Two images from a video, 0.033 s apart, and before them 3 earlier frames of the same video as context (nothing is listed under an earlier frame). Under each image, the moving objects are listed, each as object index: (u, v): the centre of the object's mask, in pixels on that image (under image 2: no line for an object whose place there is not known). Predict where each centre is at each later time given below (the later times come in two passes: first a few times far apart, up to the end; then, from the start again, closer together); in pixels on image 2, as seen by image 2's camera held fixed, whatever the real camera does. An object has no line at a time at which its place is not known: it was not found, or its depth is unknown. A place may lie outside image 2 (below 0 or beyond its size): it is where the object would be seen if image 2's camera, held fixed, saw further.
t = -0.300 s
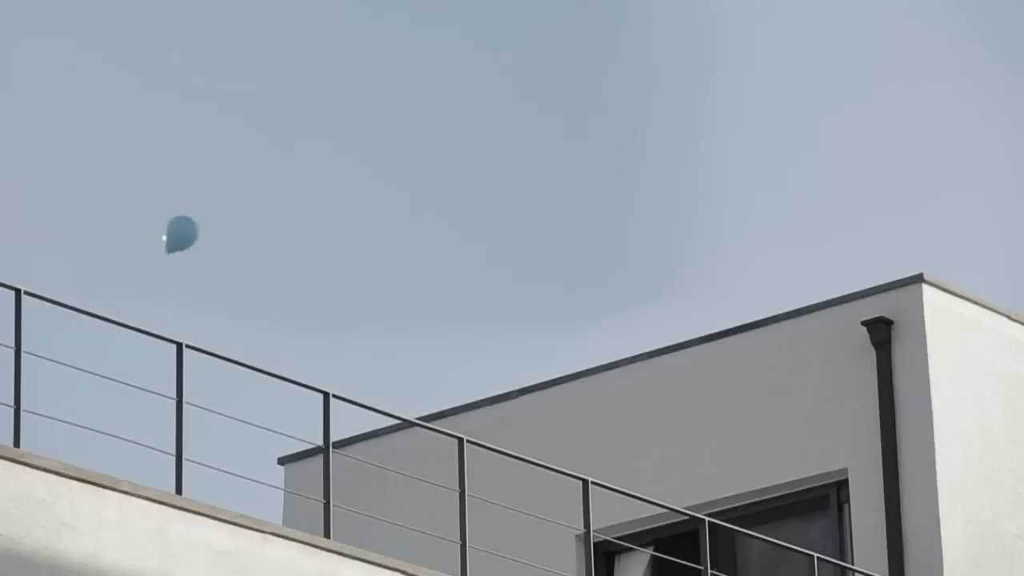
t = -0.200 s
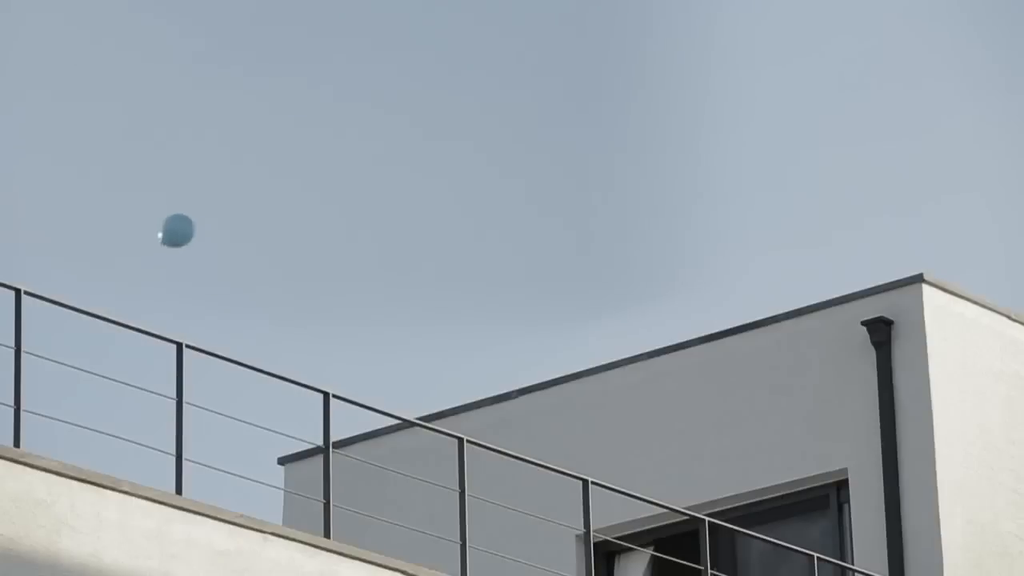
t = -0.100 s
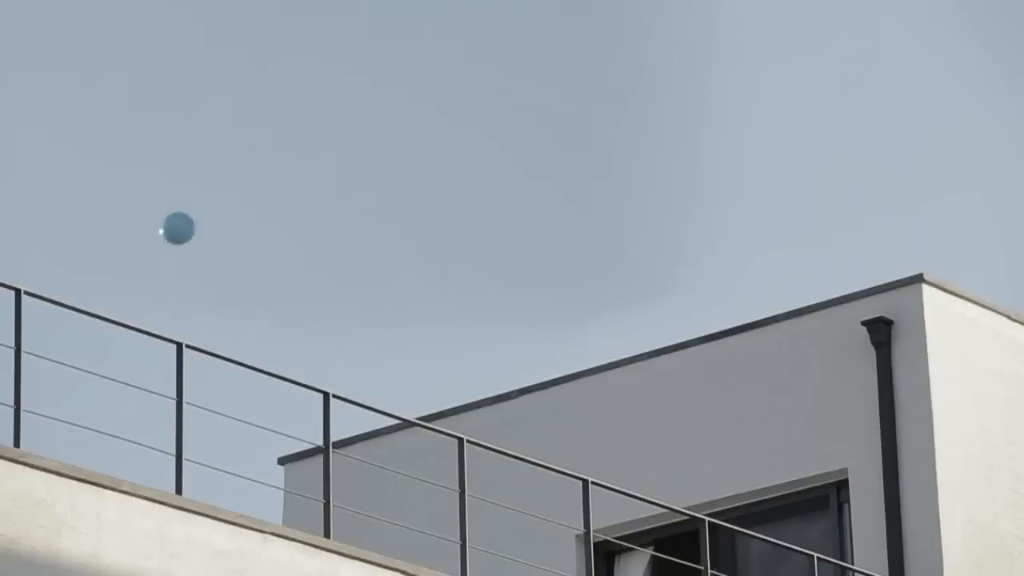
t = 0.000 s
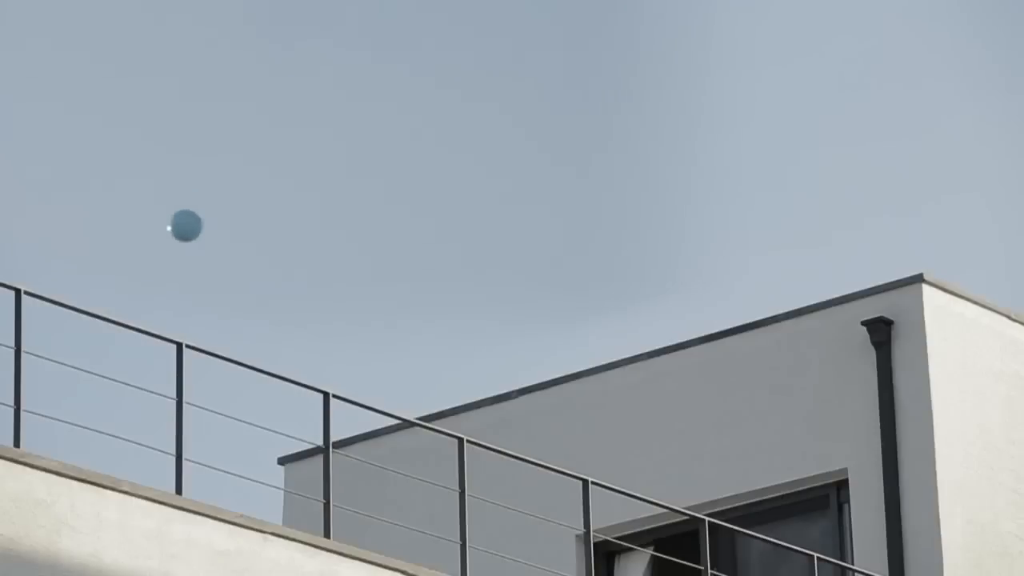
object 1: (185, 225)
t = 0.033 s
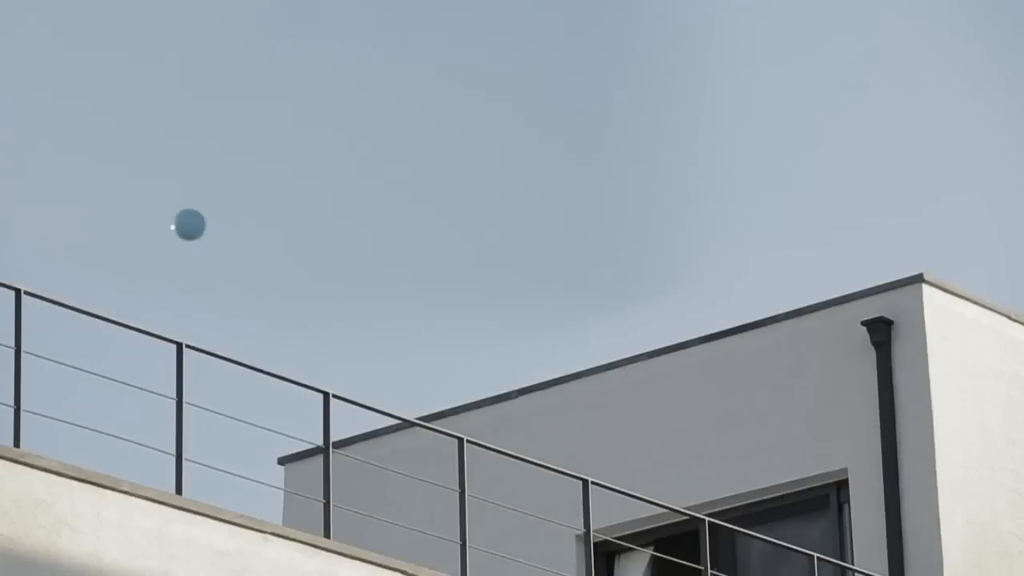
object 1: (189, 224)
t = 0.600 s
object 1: (300, 219)
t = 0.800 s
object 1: (340, 216)
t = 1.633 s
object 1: (450, 163)
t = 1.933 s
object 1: (464, 160)
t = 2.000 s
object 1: (467, 161)
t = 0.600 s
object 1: (300, 219)
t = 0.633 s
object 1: (306, 219)
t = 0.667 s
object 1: (313, 219)
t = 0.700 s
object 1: (320, 219)
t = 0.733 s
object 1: (327, 218)
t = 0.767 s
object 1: (333, 217)
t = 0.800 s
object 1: (340, 216)
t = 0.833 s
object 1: (346, 215)
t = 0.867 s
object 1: (353, 213)
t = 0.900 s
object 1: (359, 211)
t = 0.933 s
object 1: (366, 209)
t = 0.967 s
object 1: (371, 207)
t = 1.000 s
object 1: (377, 205)
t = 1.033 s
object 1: (382, 203)
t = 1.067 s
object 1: (388, 201)
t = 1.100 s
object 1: (394, 199)
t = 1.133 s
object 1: (399, 196)
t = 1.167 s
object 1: (404, 194)
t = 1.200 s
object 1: (408, 191)
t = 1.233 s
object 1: (414, 188)
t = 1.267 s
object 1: (418, 186)
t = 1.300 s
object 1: (422, 183)
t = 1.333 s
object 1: (426, 181)
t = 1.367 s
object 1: (430, 178)
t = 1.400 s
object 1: (433, 175)
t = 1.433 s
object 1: (436, 173)
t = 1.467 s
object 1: (439, 171)
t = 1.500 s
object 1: (442, 169)
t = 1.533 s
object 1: (445, 167)
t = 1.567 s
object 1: (447, 166)
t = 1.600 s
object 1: (449, 164)
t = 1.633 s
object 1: (450, 163)
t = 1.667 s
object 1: (453, 162)
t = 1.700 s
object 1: (455, 161)
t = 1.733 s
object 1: (456, 160)
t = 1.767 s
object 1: (457, 160)
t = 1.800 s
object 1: (459, 159)
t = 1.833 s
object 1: (461, 159)
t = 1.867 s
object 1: (462, 159)
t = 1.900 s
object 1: (464, 159)
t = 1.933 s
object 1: (464, 160)
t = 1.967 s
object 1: (466, 160)
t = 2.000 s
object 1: (467, 161)
